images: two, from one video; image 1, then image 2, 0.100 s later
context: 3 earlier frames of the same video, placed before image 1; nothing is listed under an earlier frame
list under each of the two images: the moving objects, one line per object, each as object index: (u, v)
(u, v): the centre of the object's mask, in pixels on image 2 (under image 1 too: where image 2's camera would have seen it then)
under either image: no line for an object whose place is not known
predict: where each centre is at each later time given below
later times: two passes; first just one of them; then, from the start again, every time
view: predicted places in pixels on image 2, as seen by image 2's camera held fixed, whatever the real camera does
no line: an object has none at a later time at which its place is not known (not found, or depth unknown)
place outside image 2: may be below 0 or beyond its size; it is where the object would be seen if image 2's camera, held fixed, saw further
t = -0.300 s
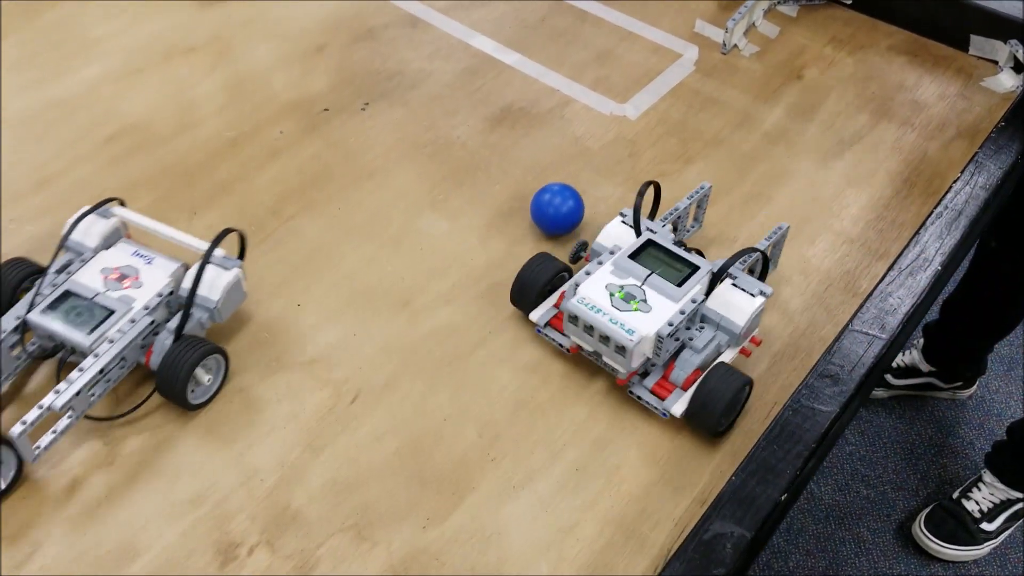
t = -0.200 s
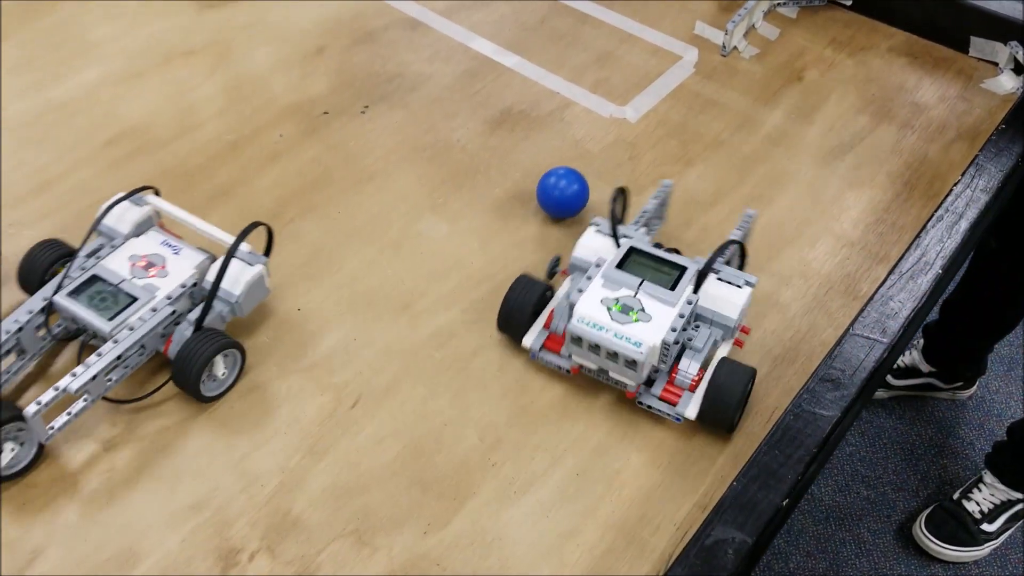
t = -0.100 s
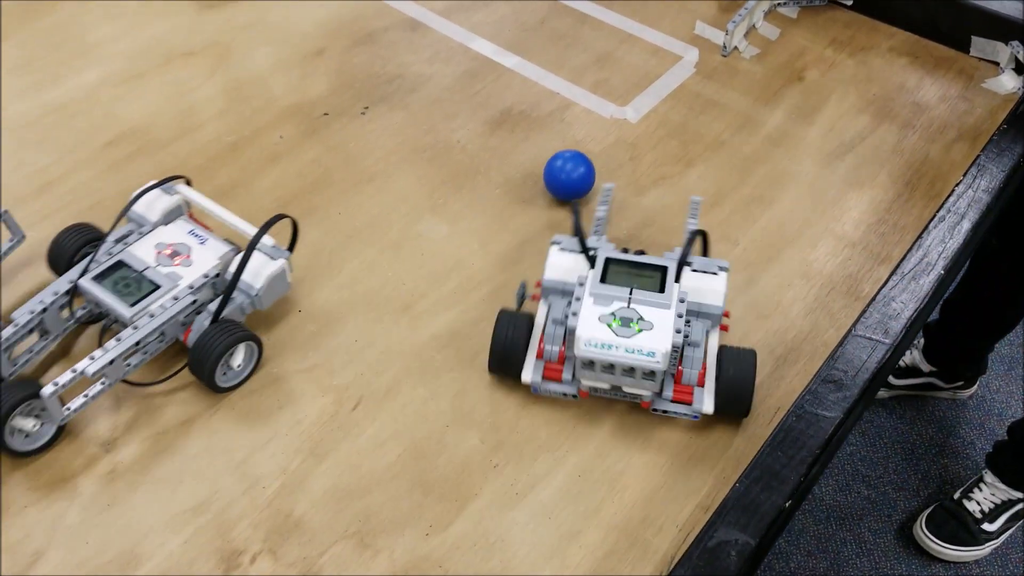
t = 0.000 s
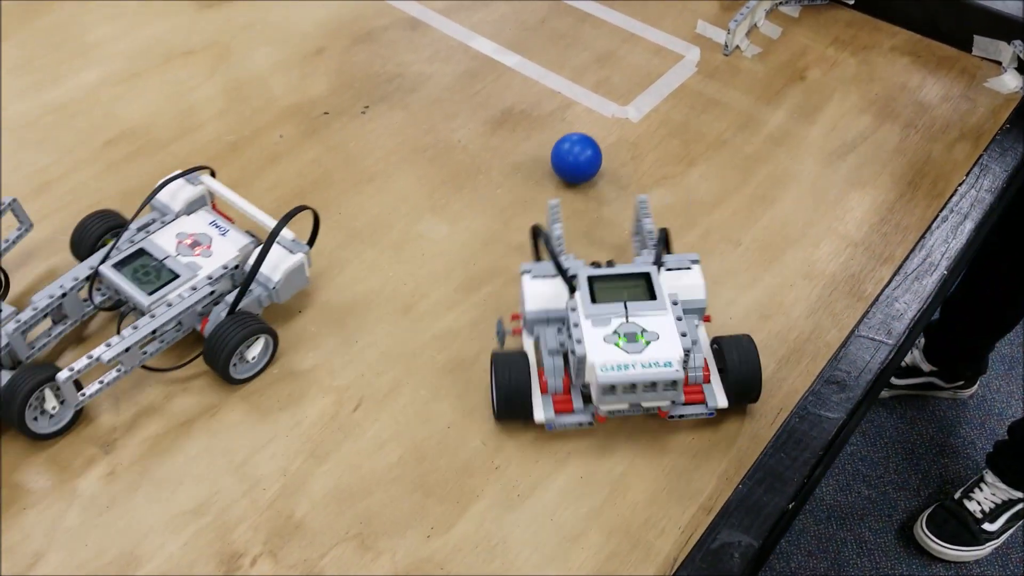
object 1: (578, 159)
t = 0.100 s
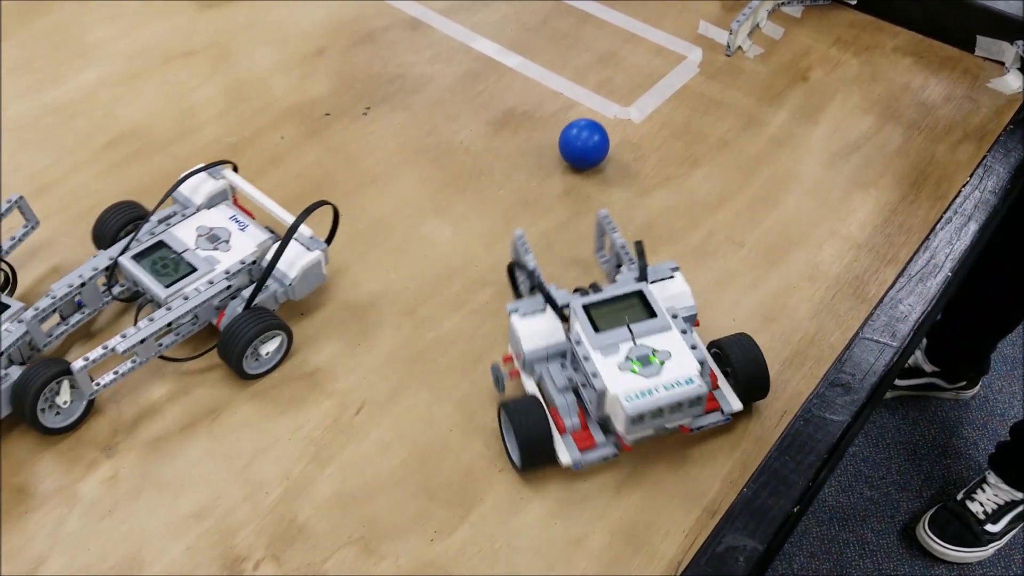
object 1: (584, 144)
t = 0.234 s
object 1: (591, 125)
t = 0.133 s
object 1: (585, 139)
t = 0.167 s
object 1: (587, 134)
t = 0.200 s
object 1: (589, 130)
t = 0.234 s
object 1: (591, 125)
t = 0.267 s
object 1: (593, 120)
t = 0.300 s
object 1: (595, 115)
